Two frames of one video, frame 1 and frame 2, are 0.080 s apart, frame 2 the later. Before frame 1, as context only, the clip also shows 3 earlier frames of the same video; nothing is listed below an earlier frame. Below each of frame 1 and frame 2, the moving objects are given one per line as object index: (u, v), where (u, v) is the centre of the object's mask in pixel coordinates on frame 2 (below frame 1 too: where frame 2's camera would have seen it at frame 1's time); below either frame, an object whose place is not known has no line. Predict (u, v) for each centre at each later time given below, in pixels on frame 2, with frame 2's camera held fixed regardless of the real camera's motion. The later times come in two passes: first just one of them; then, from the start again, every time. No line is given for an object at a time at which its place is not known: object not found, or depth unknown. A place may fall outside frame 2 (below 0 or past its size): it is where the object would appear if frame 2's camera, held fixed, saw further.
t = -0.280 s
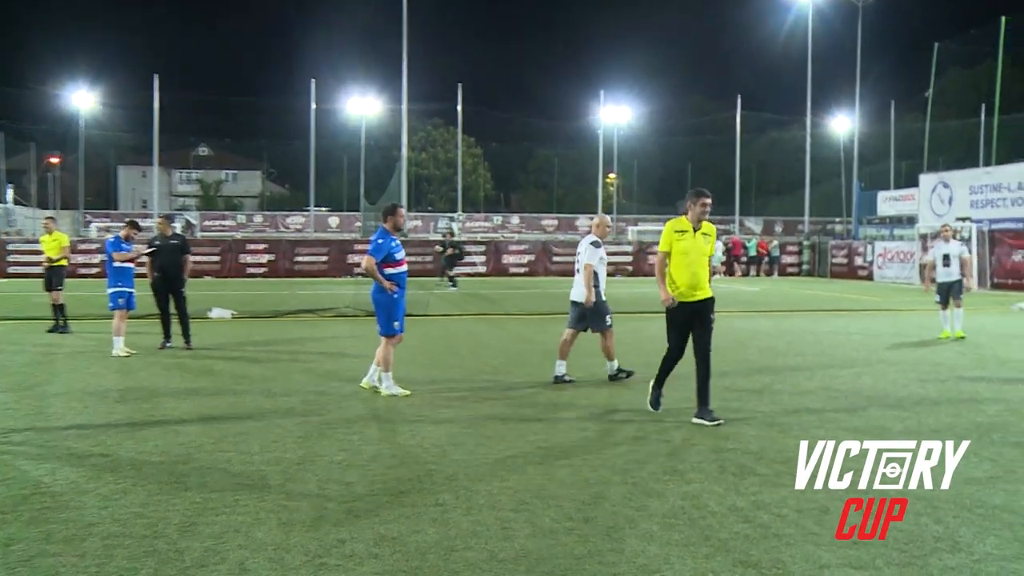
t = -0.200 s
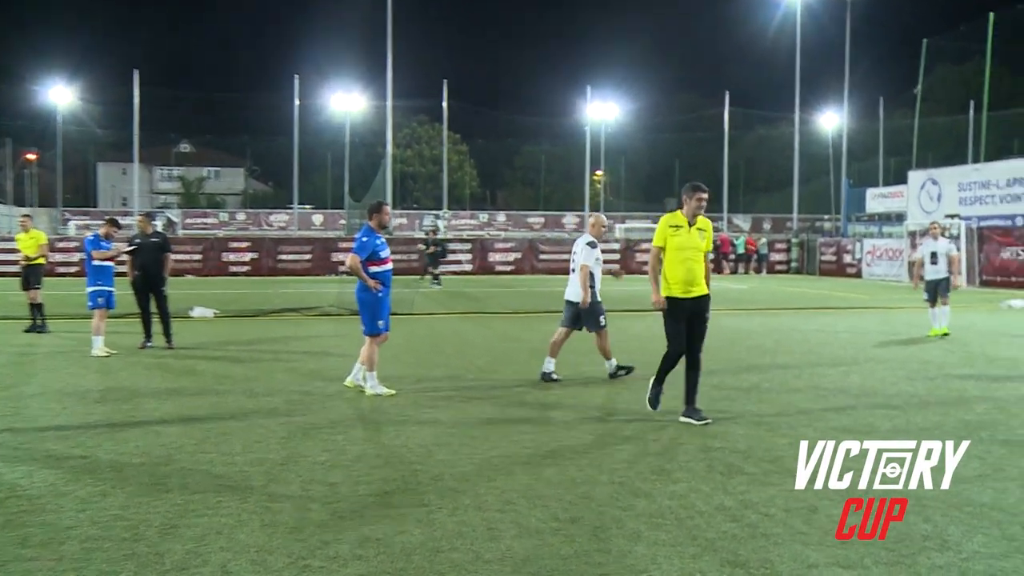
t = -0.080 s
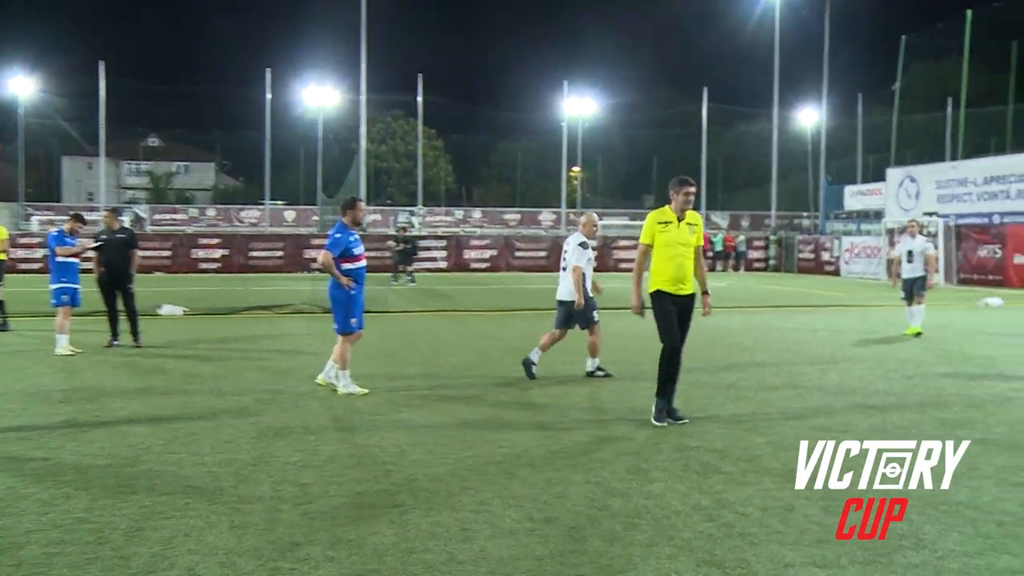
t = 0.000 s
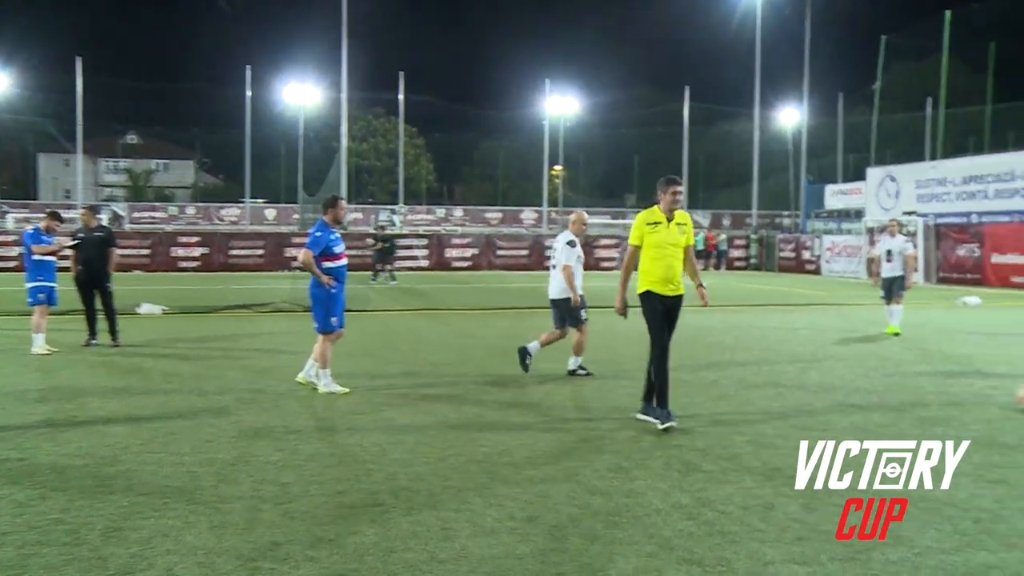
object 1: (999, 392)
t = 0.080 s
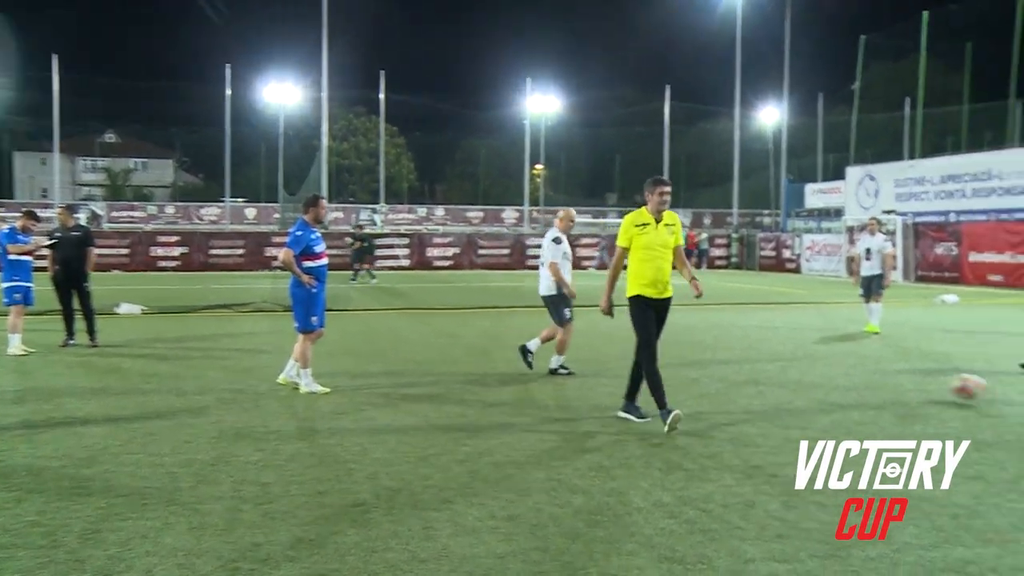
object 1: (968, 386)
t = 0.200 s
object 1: (901, 384)
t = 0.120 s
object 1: (945, 383)
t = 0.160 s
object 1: (923, 383)
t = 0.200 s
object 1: (901, 384)
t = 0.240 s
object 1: (881, 383)
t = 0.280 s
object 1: (862, 379)
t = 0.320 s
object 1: (842, 377)
